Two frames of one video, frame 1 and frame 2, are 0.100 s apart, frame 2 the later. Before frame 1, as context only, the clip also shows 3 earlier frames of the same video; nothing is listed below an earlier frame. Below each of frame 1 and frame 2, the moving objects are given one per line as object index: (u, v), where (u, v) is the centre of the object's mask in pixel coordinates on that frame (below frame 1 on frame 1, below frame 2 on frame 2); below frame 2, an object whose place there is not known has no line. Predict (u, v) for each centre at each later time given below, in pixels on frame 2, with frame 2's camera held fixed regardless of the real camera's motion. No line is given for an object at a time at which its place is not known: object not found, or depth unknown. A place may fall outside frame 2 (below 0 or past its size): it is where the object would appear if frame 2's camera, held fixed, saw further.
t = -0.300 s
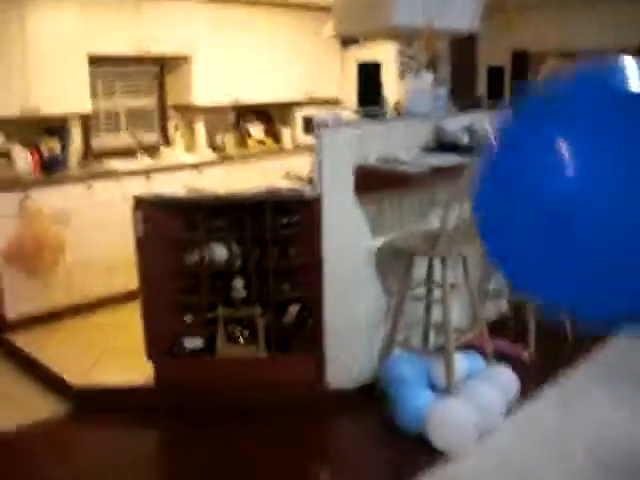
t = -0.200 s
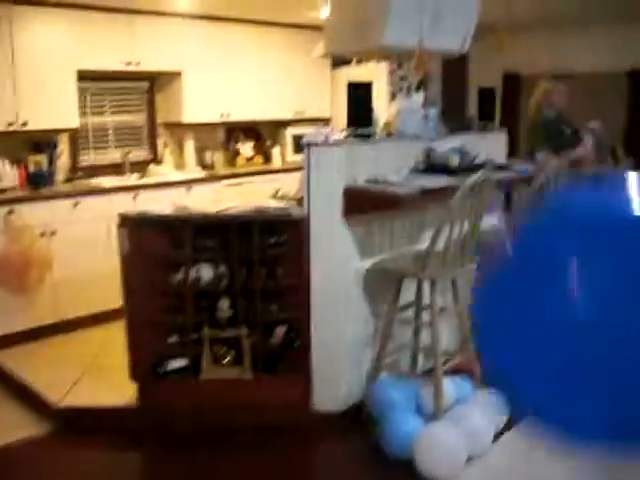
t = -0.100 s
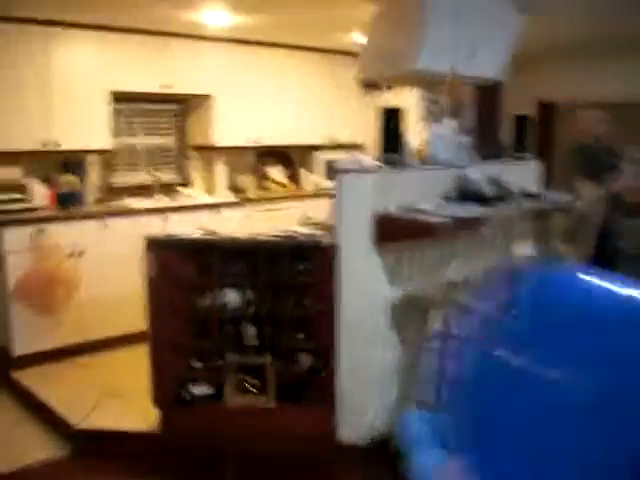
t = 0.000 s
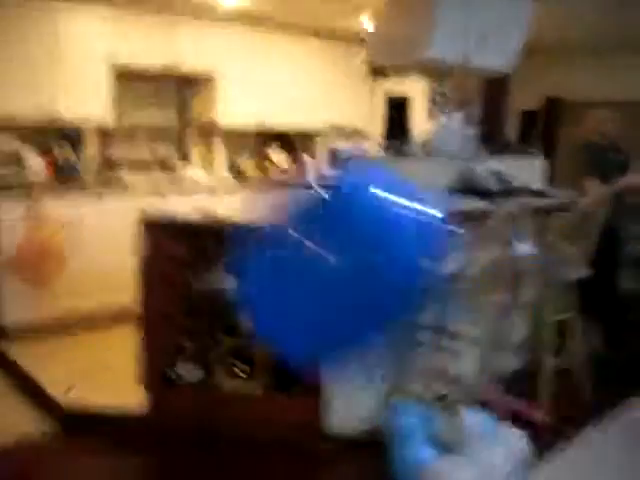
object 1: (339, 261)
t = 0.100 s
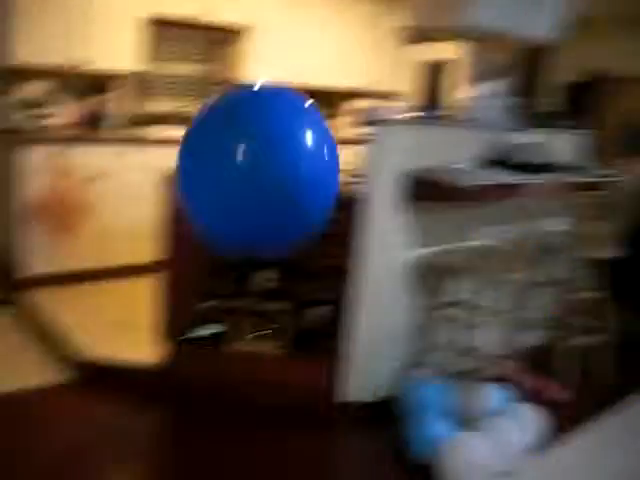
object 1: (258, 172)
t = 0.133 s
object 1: (233, 159)
